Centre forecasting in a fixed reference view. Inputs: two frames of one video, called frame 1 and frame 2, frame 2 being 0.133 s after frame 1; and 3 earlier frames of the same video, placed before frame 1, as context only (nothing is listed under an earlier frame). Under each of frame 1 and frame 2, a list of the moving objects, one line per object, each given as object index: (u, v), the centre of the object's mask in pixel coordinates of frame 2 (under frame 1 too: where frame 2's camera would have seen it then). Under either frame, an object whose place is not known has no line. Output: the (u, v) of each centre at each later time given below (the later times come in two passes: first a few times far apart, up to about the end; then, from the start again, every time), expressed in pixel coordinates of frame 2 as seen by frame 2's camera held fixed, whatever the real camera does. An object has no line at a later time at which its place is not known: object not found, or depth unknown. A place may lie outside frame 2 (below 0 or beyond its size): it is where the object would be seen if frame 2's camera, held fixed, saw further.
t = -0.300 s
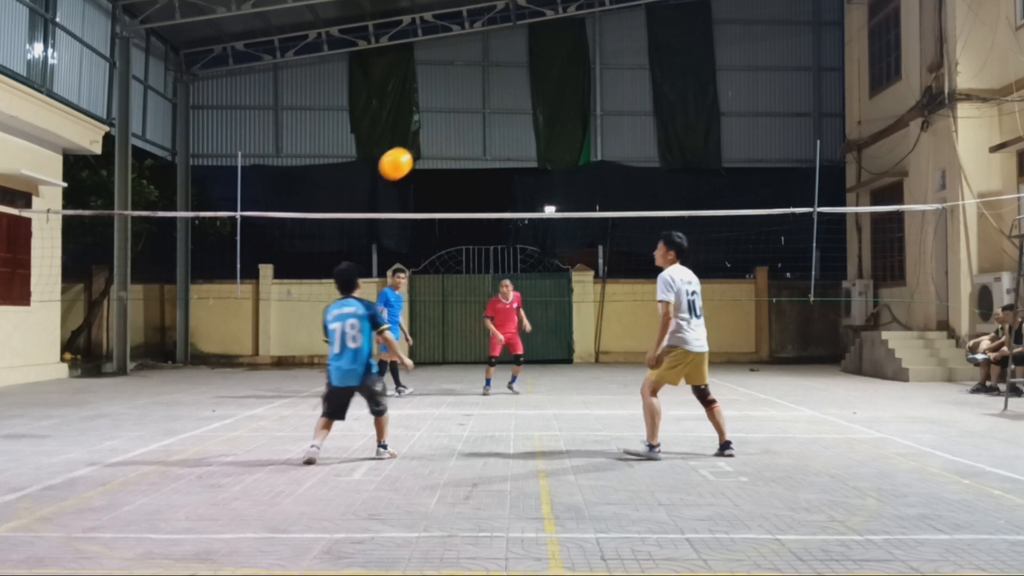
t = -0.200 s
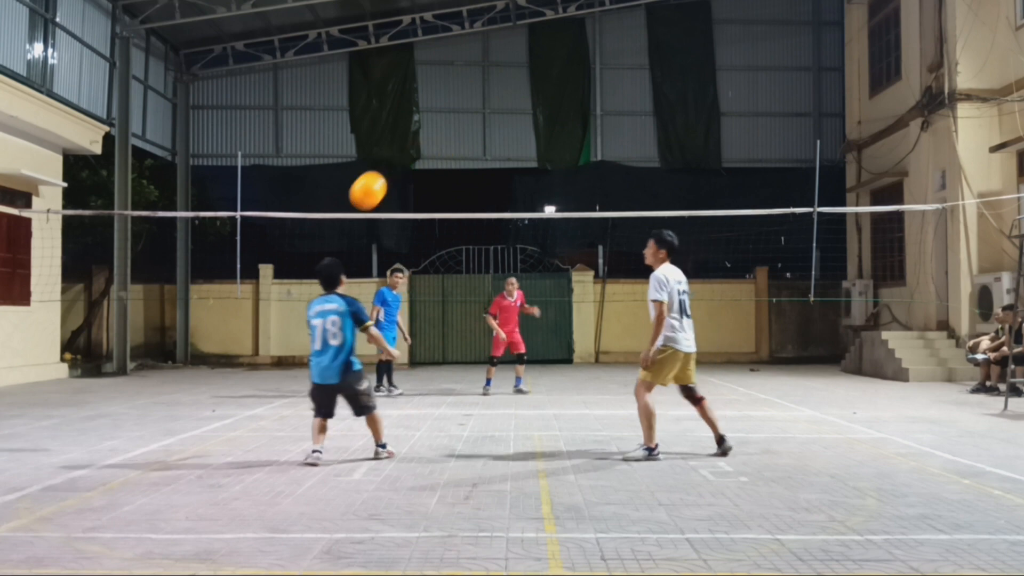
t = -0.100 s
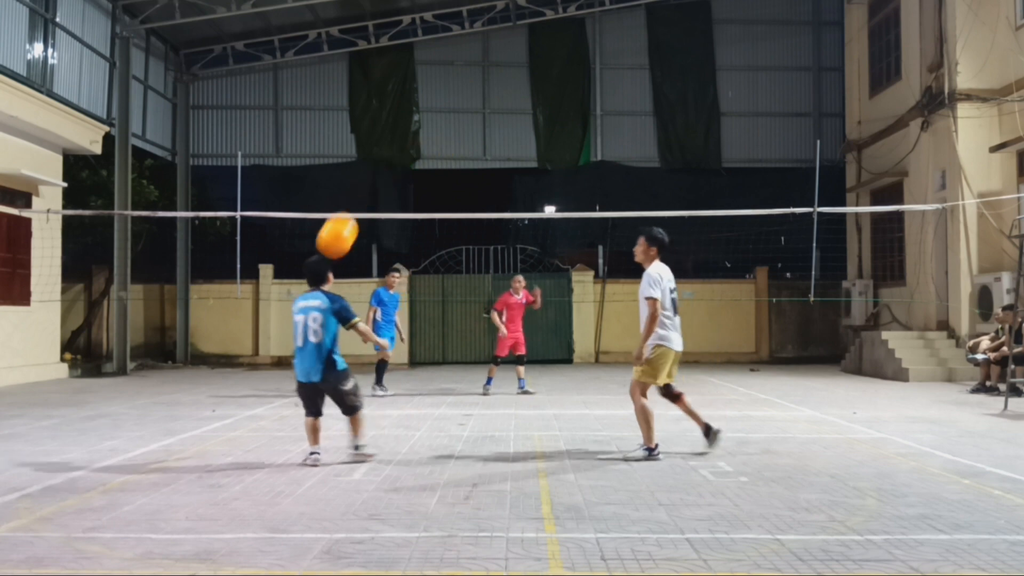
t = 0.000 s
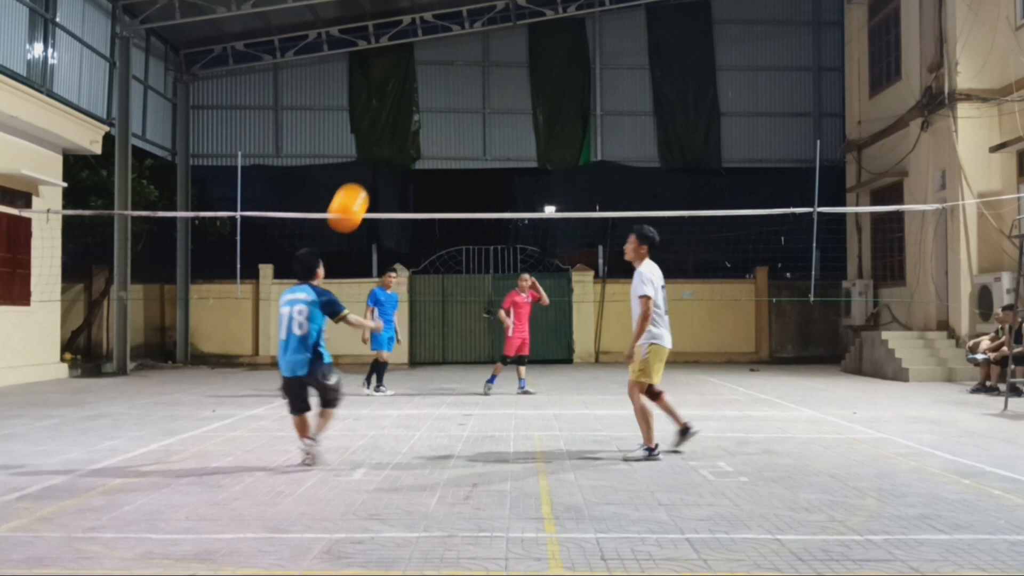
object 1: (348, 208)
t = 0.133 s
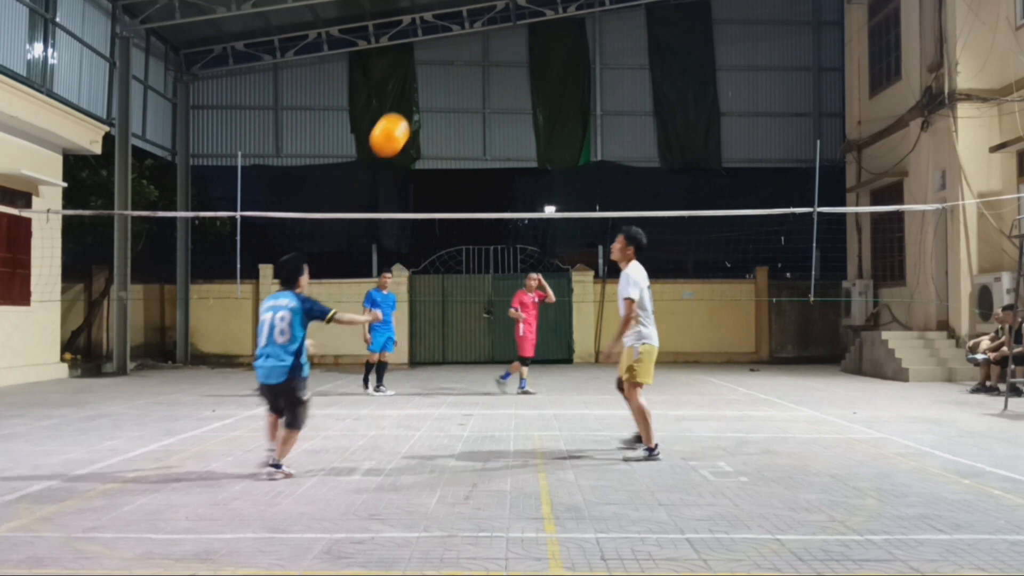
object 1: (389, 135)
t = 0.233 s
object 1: (419, 97)
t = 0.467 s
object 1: (482, 64)
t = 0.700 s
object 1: (540, 100)
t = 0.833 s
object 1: (570, 148)
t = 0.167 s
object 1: (400, 121)
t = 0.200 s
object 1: (410, 108)
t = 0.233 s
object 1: (419, 97)
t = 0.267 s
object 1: (429, 88)
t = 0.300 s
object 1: (438, 80)
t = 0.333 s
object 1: (447, 74)
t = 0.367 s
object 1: (456, 70)
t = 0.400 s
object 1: (465, 66)
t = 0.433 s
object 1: (474, 64)
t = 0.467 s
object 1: (482, 64)
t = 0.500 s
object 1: (491, 65)
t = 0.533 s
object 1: (499, 67)
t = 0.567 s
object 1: (507, 71)
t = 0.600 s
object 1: (515, 76)
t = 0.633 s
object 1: (523, 83)
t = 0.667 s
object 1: (531, 91)
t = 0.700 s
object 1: (540, 100)
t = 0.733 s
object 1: (547, 110)
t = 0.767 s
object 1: (555, 122)
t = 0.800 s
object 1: (563, 135)
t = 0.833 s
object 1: (570, 148)
